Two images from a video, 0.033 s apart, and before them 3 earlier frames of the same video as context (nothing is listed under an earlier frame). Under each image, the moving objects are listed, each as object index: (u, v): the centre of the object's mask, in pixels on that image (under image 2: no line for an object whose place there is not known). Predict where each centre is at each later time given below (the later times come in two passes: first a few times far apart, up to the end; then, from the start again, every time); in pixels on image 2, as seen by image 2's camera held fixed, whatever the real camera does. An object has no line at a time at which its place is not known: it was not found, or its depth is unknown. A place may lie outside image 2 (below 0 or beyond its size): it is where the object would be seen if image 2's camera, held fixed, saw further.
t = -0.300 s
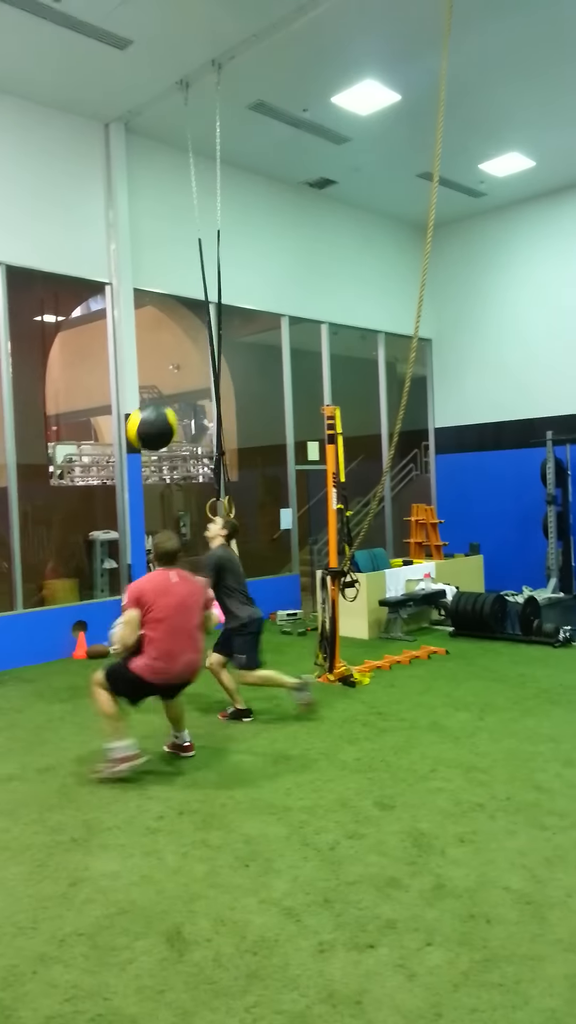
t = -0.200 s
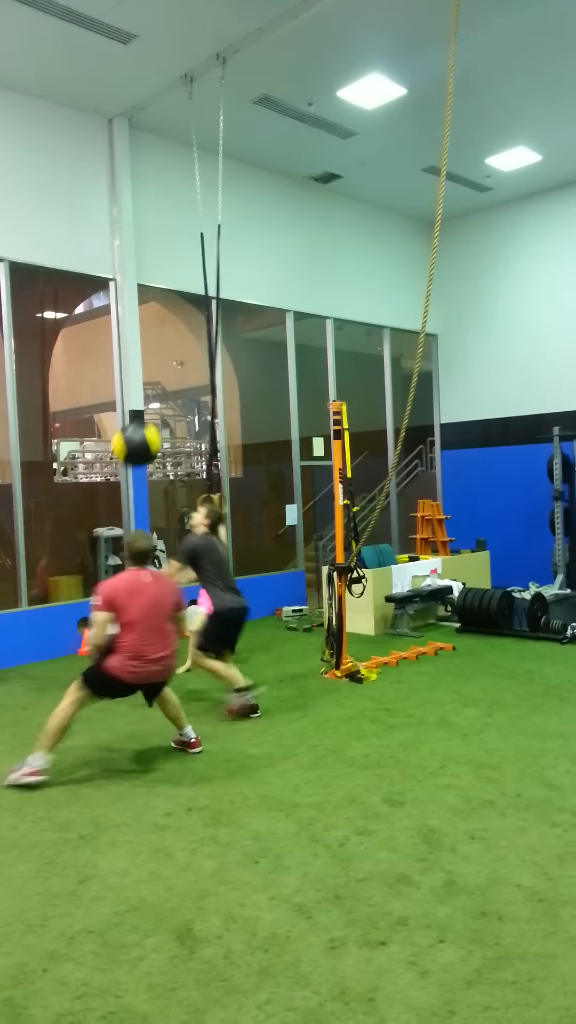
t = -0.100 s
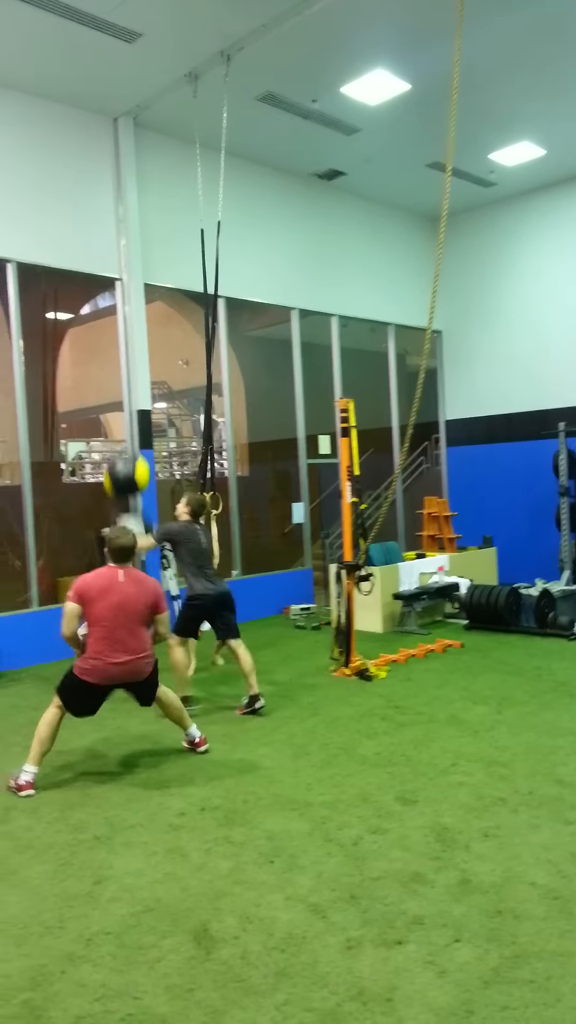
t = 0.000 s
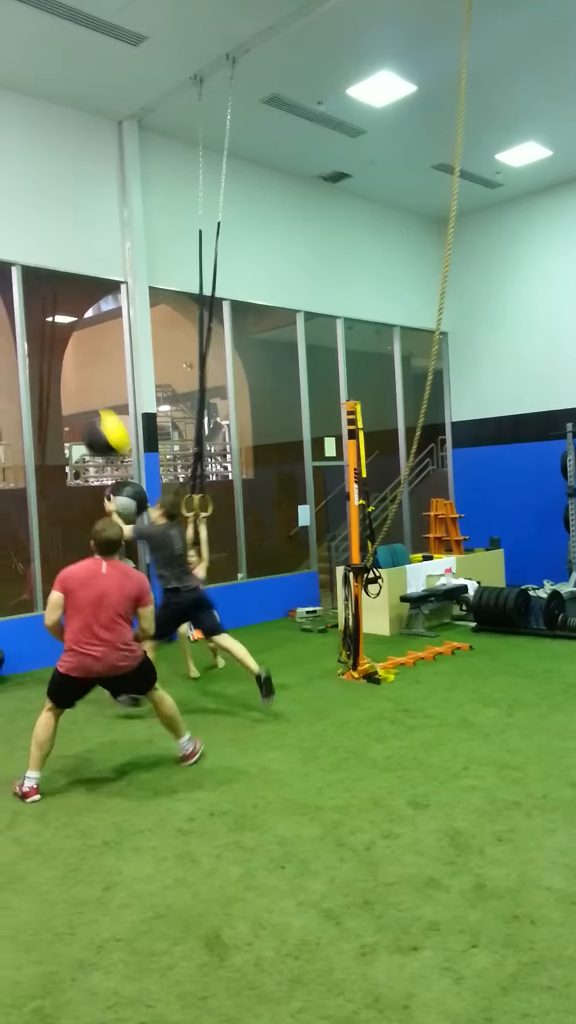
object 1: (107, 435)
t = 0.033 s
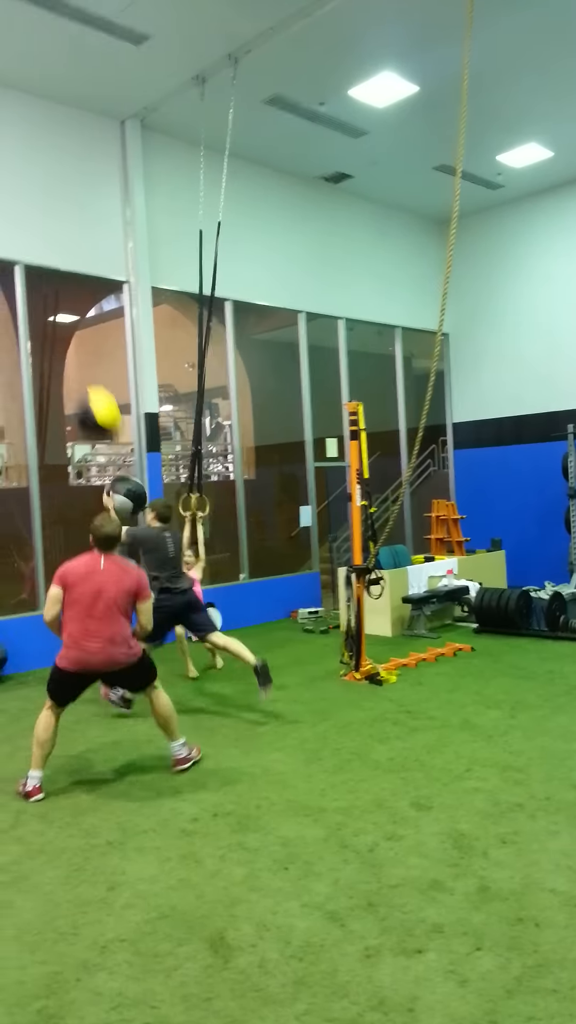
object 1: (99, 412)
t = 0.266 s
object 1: (33, 297)
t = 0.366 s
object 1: (5, 267)
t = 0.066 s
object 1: (86, 391)
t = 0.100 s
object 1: (78, 373)
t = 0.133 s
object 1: (68, 355)
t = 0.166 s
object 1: (59, 338)
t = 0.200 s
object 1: (49, 324)
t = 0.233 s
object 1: (39, 309)
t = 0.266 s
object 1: (33, 297)
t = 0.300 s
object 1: (23, 287)
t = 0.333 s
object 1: (14, 276)
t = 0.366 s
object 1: (5, 267)
